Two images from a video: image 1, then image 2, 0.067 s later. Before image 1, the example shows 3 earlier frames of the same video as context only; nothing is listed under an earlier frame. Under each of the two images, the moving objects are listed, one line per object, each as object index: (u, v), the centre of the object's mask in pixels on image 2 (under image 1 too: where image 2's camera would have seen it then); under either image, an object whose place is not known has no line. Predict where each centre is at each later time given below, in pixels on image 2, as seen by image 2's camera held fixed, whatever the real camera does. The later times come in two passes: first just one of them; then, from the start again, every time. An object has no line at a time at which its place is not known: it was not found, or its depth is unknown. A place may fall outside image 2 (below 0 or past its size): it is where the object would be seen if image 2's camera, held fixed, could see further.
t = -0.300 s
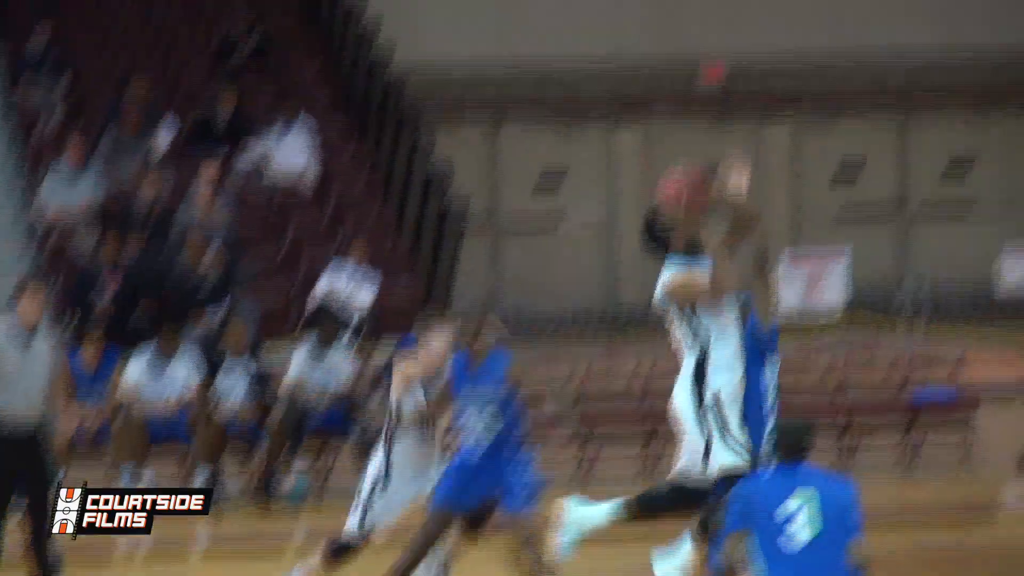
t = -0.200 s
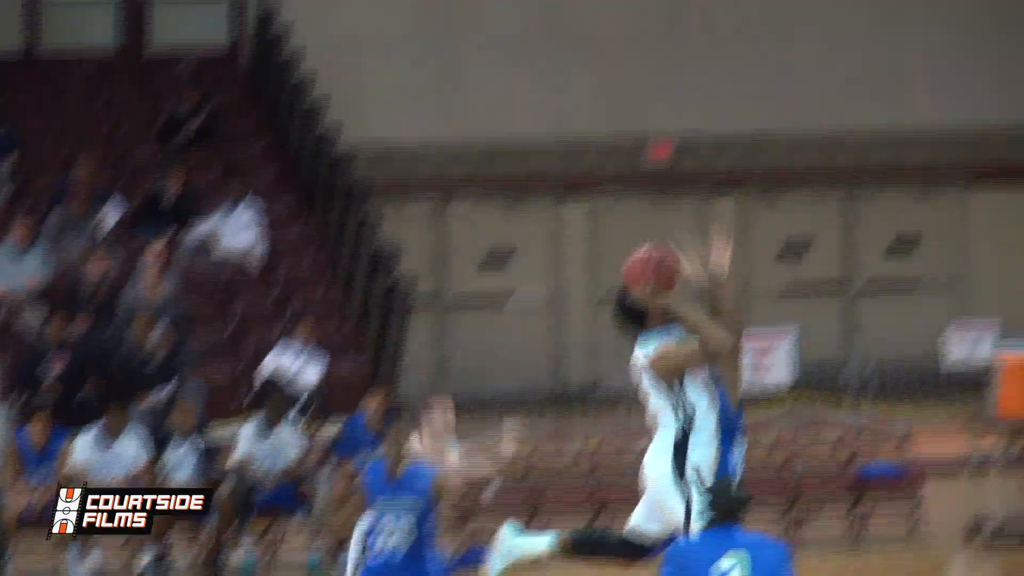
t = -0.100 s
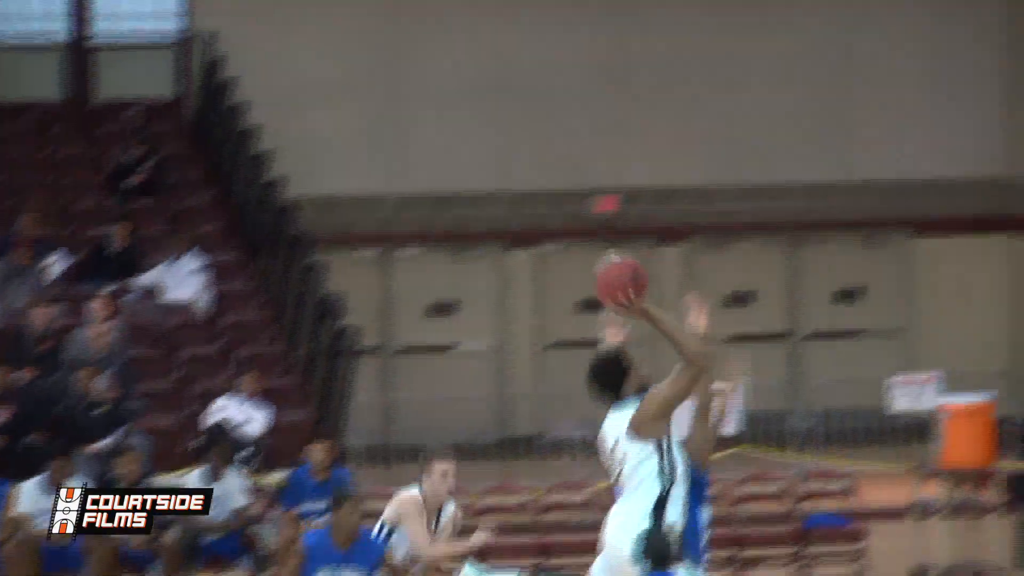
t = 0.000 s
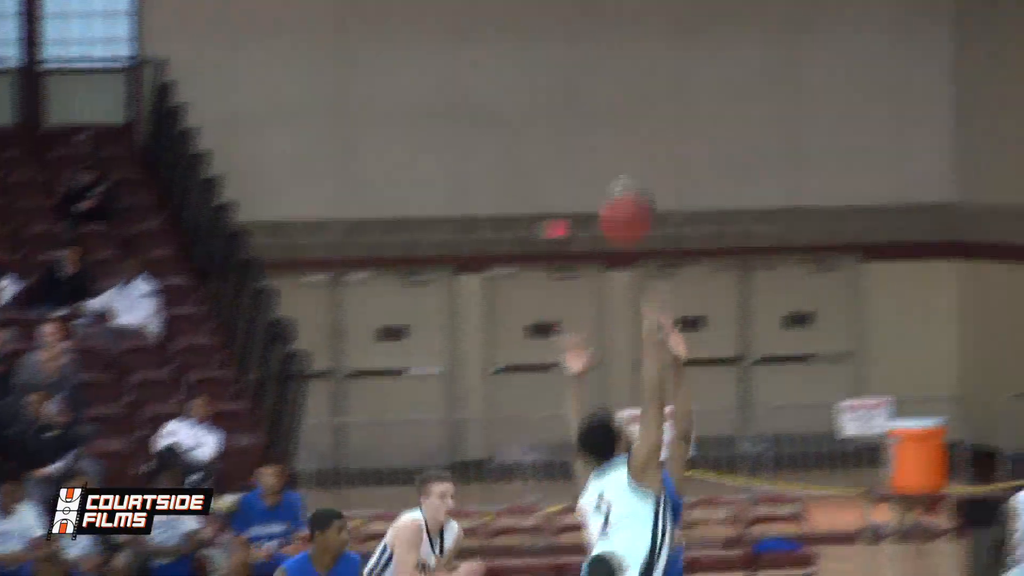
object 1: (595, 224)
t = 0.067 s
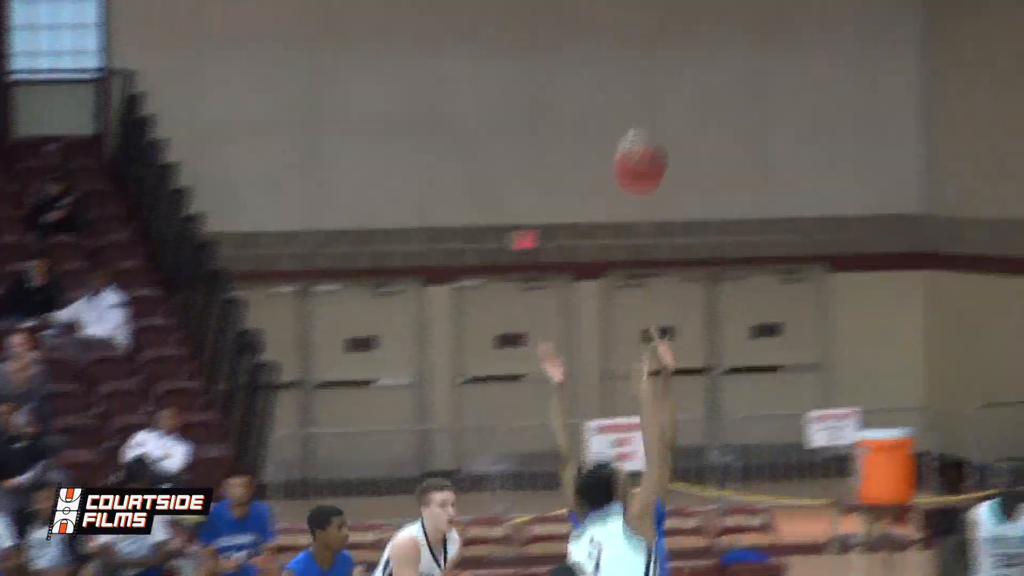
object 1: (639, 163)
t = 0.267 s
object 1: (775, 33)
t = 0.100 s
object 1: (662, 135)
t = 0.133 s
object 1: (684, 110)
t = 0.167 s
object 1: (707, 89)
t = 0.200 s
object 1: (730, 68)
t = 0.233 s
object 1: (752, 50)
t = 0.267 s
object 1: (775, 33)
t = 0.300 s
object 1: (797, 19)
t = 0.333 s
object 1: (820, 9)
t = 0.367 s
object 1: (846, -1)
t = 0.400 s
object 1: (870, -9)
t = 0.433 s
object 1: (894, -14)
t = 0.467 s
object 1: (917, -15)
